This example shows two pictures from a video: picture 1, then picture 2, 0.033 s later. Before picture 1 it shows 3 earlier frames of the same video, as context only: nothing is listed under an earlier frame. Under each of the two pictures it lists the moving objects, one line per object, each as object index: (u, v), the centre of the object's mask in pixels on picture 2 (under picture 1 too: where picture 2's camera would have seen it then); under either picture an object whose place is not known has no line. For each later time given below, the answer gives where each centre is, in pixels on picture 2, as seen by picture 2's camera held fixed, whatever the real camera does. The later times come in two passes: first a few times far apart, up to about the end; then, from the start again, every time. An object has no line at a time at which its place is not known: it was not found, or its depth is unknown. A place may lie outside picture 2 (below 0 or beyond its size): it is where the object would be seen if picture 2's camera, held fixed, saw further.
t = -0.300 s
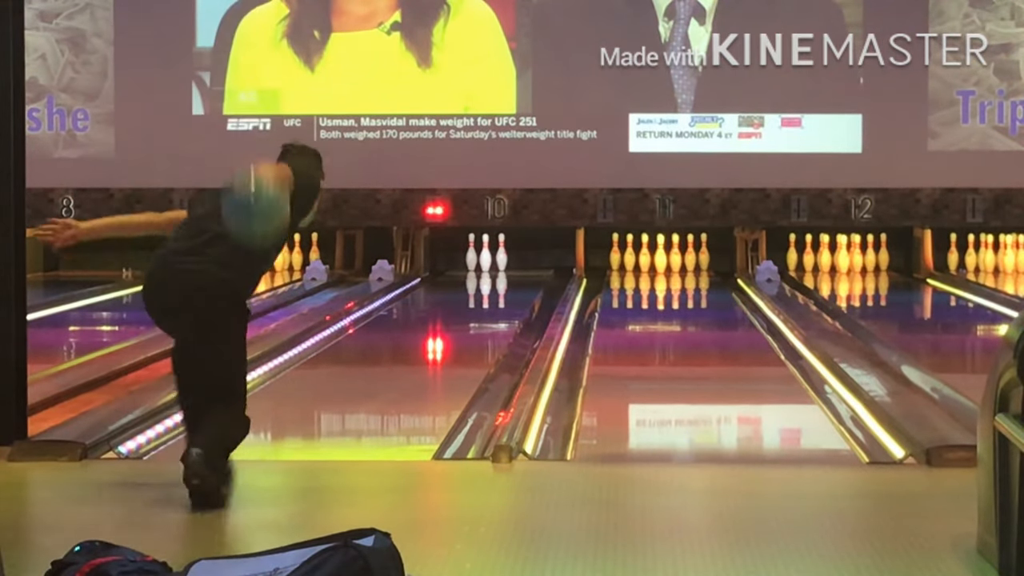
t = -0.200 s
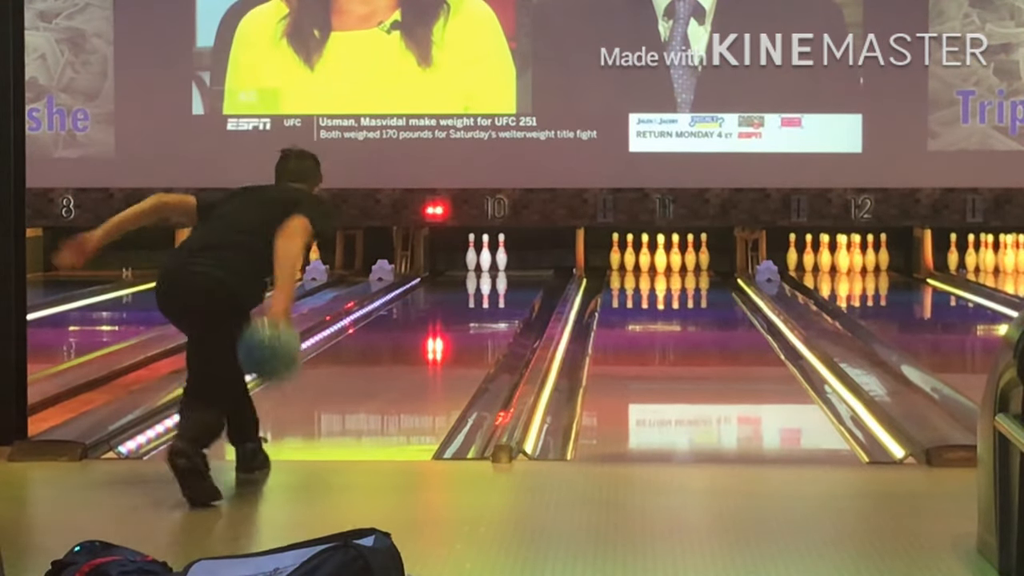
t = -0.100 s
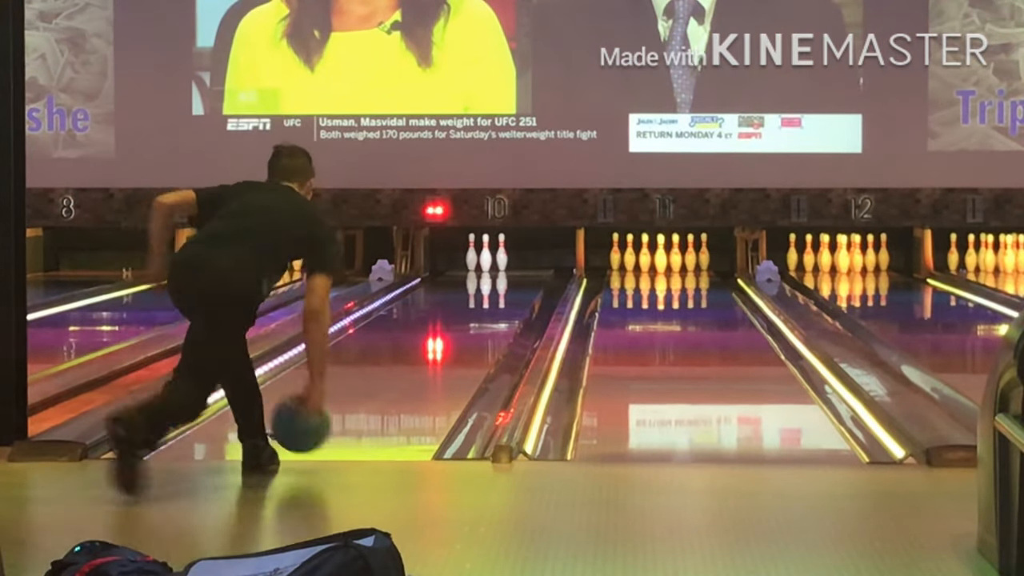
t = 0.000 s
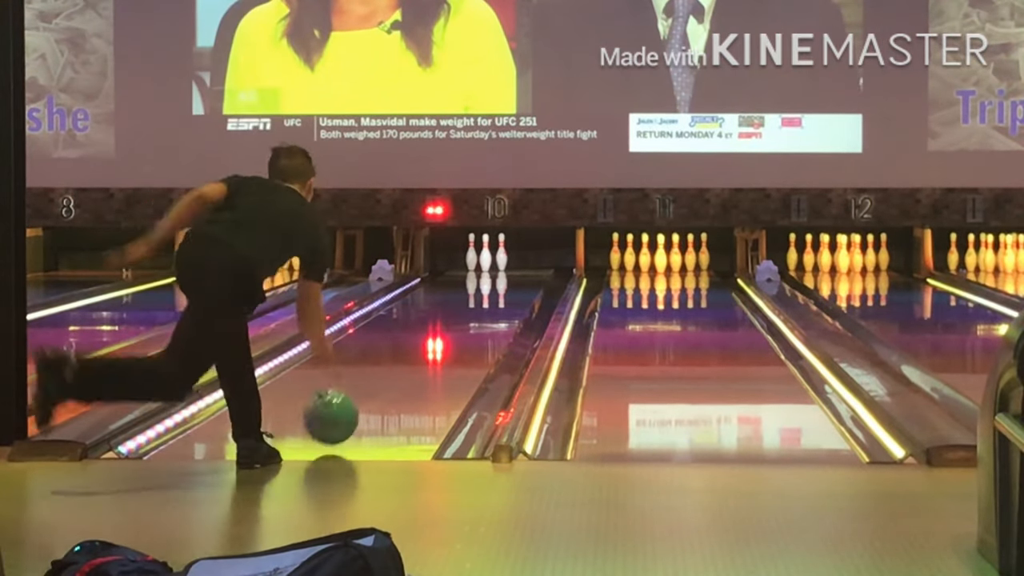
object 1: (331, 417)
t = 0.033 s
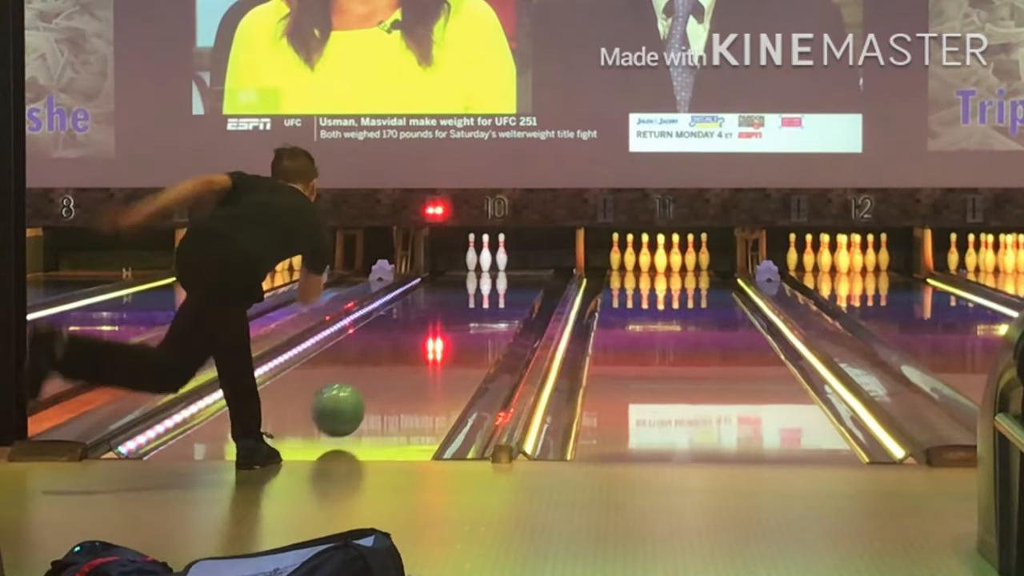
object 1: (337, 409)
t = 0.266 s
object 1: (378, 380)
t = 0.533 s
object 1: (410, 350)
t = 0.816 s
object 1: (437, 325)
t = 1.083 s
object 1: (455, 310)
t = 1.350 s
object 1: (470, 295)
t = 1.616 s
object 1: (482, 284)
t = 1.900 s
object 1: (491, 273)
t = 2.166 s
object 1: (497, 266)
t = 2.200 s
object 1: (497, 265)
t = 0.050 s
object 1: (341, 407)
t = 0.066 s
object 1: (344, 405)
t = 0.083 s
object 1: (347, 404)
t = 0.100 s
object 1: (350, 403)
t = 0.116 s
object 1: (353, 401)
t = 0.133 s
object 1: (356, 398)
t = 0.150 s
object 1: (359, 396)
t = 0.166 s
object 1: (362, 394)
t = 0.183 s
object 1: (365, 392)
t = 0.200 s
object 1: (367, 389)
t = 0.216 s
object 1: (370, 387)
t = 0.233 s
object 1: (373, 385)
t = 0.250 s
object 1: (376, 383)
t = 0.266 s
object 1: (378, 380)
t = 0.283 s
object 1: (380, 378)
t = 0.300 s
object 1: (382, 376)
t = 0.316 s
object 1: (385, 374)
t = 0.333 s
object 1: (387, 371)
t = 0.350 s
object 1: (389, 370)
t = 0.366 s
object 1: (391, 368)
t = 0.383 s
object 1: (394, 366)
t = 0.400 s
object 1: (396, 364)
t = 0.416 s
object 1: (397, 362)
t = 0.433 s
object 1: (400, 360)
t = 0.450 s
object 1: (401, 359)
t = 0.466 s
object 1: (403, 357)
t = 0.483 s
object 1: (404, 355)
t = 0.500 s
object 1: (406, 353)
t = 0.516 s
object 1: (408, 352)
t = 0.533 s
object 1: (410, 350)
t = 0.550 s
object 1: (413, 348)
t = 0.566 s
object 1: (414, 347)
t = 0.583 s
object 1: (416, 346)
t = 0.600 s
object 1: (417, 344)
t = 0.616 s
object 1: (419, 343)
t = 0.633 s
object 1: (420, 341)
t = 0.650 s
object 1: (422, 340)
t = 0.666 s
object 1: (423, 338)
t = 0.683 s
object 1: (424, 337)
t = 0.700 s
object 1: (426, 336)
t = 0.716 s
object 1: (428, 335)
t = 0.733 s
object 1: (430, 334)
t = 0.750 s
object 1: (431, 331)
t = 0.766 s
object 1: (432, 330)
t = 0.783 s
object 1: (434, 329)
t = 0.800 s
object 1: (436, 327)
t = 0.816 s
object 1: (437, 325)
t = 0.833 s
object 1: (439, 325)
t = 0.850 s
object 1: (440, 323)
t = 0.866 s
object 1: (440, 322)
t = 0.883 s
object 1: (442, 320)
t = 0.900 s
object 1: (443, 320)
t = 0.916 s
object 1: (445, 319)
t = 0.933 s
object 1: (447, 318)
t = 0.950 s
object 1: (447, 317)
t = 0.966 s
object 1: (448, 316)
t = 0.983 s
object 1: (449, 315)
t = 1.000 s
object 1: (451, 314)
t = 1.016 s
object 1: (452, 312)
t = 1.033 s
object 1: (453, 312)
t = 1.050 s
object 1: (454, 310)
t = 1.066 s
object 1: (454, 310)
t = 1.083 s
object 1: (455, 310)
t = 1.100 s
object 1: (456, 308)
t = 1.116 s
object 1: (457, 308)
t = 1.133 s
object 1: (458, 307)
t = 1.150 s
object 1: (458, 306)
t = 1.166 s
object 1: (460, 305)
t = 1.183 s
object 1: (461, 304)
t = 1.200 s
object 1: (462, 303)
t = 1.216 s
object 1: (463, 302)
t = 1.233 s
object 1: (464, 301)
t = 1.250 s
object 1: (466, 299)
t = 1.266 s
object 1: (466, 299)
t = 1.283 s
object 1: (467, 298)
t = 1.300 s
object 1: (468, 298)
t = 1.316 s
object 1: (469, 297)
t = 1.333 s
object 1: (470, 296)
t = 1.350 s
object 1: (470, 295)
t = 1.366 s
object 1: (471, 294)
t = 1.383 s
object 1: (472, 293)
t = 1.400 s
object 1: (473, 293)
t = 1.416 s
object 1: (474, 292)
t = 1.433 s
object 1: (474, 291)
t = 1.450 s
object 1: (475, 291)
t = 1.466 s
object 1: (475, 290)
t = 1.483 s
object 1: (476, 289)
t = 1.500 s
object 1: (477, 288)
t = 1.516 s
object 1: (477, 288)
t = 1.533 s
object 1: (478, 287)
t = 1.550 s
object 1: (478, 286)
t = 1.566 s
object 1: (479, 285)
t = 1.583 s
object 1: (480, 285)
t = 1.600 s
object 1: (481, 284)
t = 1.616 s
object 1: (482, 284)
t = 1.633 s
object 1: (483, 283)
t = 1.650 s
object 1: (483, 282)
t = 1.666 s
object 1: (484, 281)
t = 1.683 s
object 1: (484, 281)
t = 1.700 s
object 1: (485, 280)
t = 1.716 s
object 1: (486, 280)
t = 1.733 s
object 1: (486, 280)
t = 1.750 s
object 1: (487, 279)
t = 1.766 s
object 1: (487, 278)
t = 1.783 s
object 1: (488, 278)
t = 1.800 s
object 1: (488, 277)
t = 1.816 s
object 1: (488, 277)
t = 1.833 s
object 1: (489, 276)
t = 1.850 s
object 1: (489, 275)
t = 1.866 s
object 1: (490, 275)
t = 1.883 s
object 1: (490, 274)
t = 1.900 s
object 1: (491, 273)
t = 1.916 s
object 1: (491, 273)
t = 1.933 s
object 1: (492, 273)
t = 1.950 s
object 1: (492, 272)
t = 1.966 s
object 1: (493, 271)
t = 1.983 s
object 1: (493, 271)
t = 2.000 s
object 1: (494, 270)
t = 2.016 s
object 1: (494, 269)
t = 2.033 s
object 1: (494, 269)
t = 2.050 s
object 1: (495, 268)
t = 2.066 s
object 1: (495, 268)
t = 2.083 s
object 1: (495, 268)
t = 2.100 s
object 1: (496, 267)
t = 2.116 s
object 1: (495, 267)
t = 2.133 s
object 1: (496, 267)
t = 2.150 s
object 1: (496, 266)
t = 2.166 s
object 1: (497, 266)
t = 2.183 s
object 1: (497, 266)
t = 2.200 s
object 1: (497, 265)
